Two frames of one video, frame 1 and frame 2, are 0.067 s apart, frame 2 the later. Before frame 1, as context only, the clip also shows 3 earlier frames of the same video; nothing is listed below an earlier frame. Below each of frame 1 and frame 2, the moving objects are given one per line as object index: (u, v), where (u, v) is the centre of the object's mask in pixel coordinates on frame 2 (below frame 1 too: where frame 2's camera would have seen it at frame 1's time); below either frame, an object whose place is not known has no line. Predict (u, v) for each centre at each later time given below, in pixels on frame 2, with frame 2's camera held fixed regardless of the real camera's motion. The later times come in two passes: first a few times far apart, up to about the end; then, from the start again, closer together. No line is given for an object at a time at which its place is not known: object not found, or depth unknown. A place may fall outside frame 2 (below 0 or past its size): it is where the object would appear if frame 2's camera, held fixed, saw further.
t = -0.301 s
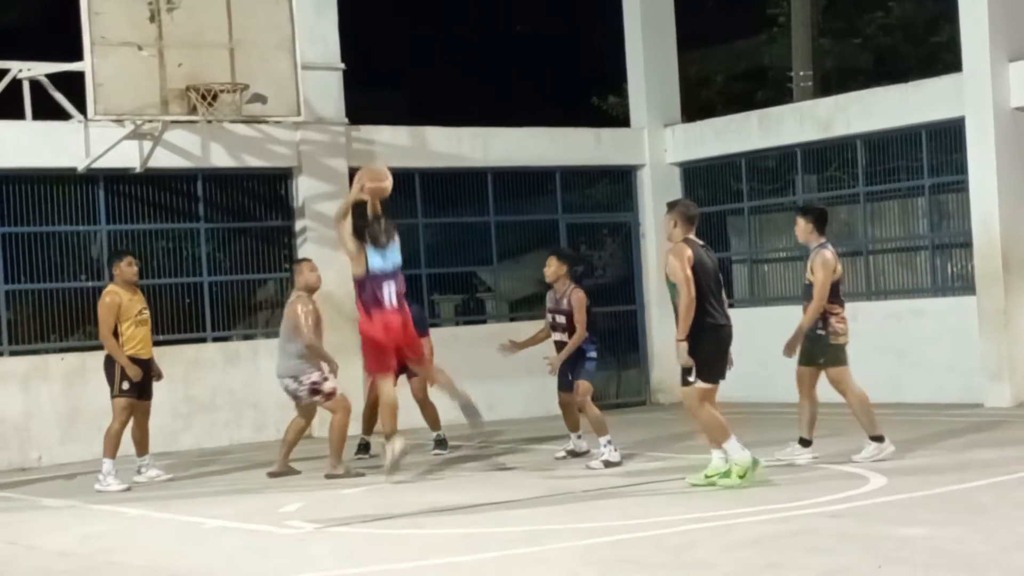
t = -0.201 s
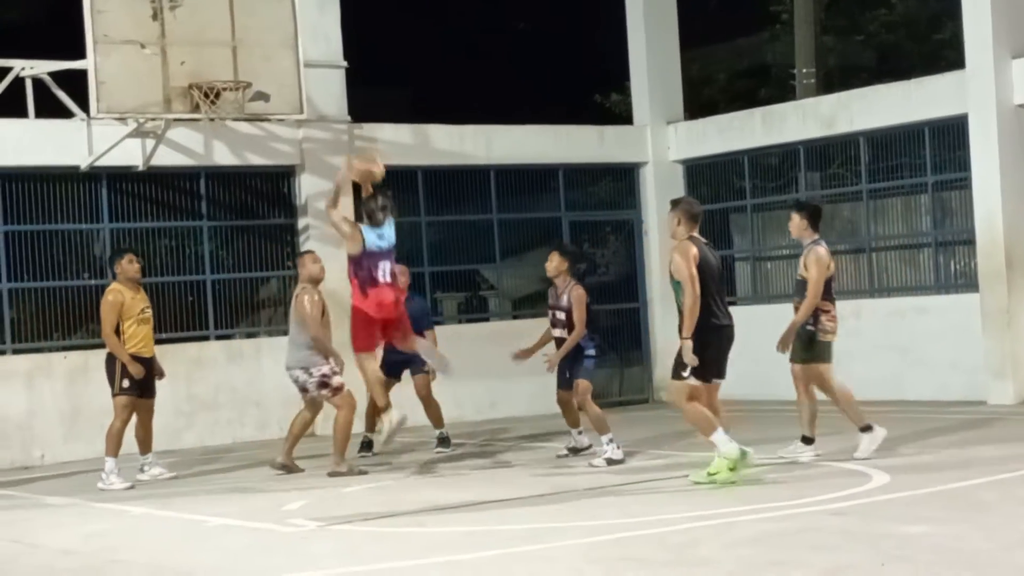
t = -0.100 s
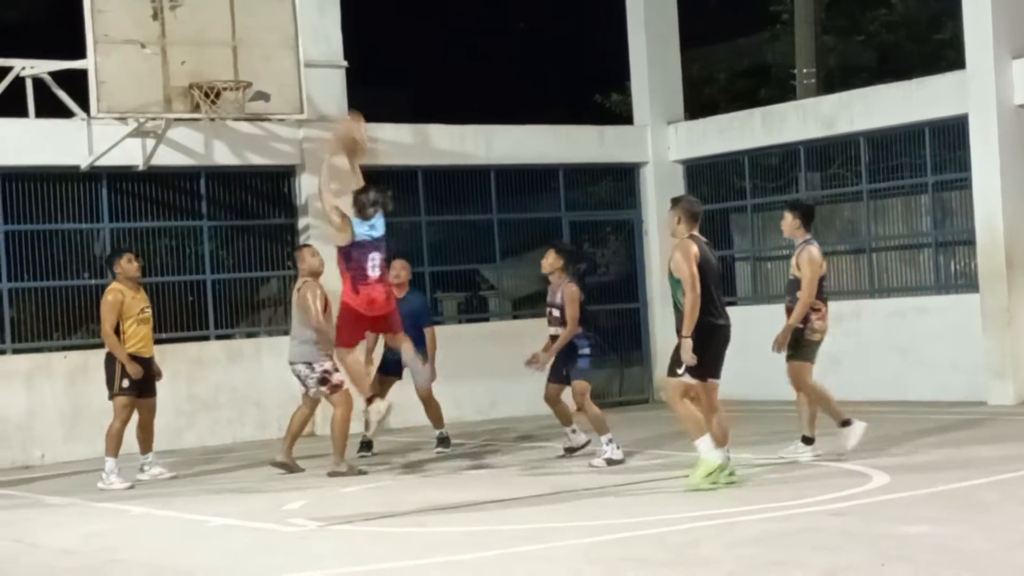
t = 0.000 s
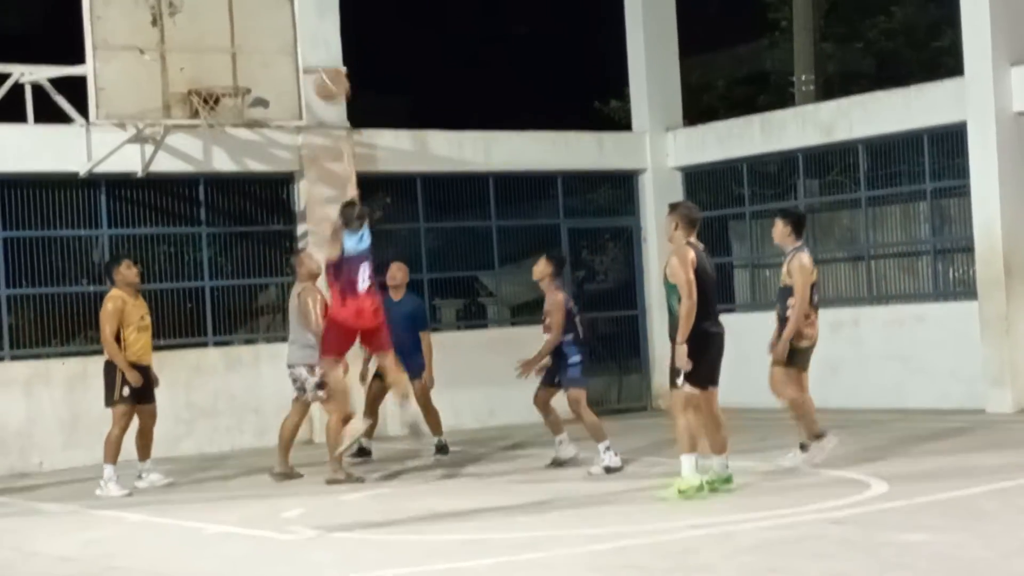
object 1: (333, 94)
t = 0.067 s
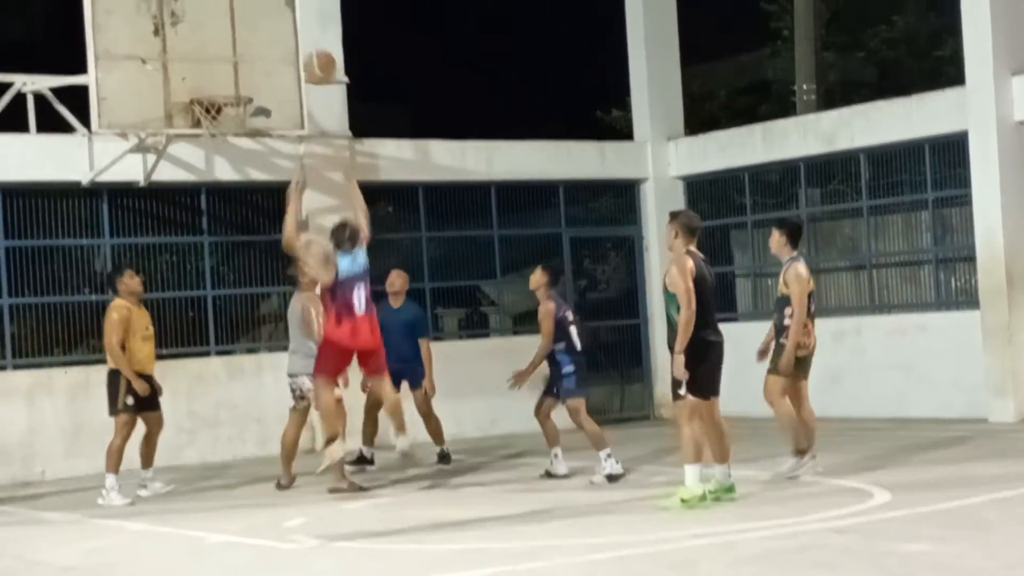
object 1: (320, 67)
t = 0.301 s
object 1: (281, 22)
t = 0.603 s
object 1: (244, 69)
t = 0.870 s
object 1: (210, 131)
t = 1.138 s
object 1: (173, 207)
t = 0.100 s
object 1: (313, 55)
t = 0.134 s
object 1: (309, 45)
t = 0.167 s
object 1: (302, 38)
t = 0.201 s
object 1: (297, 32)
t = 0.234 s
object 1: (291, 26)
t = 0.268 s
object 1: (286, 24)
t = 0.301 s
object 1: (281, 22)
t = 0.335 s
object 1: (276, 22)
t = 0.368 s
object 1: (272, 23)
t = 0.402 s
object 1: (267, 25)
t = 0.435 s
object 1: (262, 30)
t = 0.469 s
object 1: (258, 36)
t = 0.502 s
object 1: (254, 42)
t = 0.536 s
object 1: (251, 50)
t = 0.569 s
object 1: (248, 59)
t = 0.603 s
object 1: (244, 69)
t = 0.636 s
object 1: (240, 80)
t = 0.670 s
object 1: (238, 92)
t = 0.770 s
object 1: (227, 120)
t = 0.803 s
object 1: (222, 122)
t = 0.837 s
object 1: (214, 127)
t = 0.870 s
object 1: (210, 131)
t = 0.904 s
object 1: (206, 135)
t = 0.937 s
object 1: (200, 140)
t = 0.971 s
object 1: (196, 147)
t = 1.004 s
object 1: (191, 157)
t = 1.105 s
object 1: (177, 195)
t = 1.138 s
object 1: (173, 207)
